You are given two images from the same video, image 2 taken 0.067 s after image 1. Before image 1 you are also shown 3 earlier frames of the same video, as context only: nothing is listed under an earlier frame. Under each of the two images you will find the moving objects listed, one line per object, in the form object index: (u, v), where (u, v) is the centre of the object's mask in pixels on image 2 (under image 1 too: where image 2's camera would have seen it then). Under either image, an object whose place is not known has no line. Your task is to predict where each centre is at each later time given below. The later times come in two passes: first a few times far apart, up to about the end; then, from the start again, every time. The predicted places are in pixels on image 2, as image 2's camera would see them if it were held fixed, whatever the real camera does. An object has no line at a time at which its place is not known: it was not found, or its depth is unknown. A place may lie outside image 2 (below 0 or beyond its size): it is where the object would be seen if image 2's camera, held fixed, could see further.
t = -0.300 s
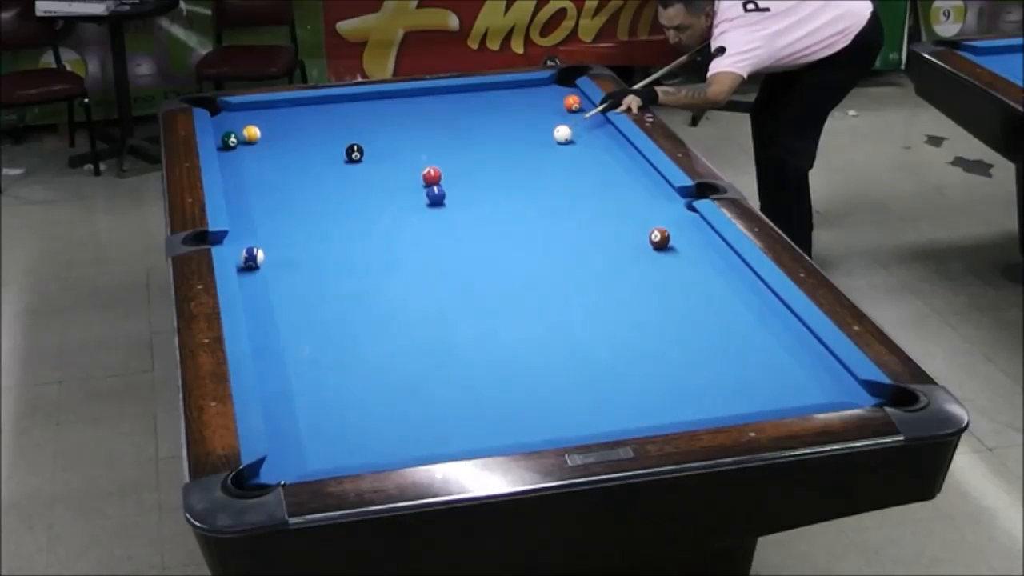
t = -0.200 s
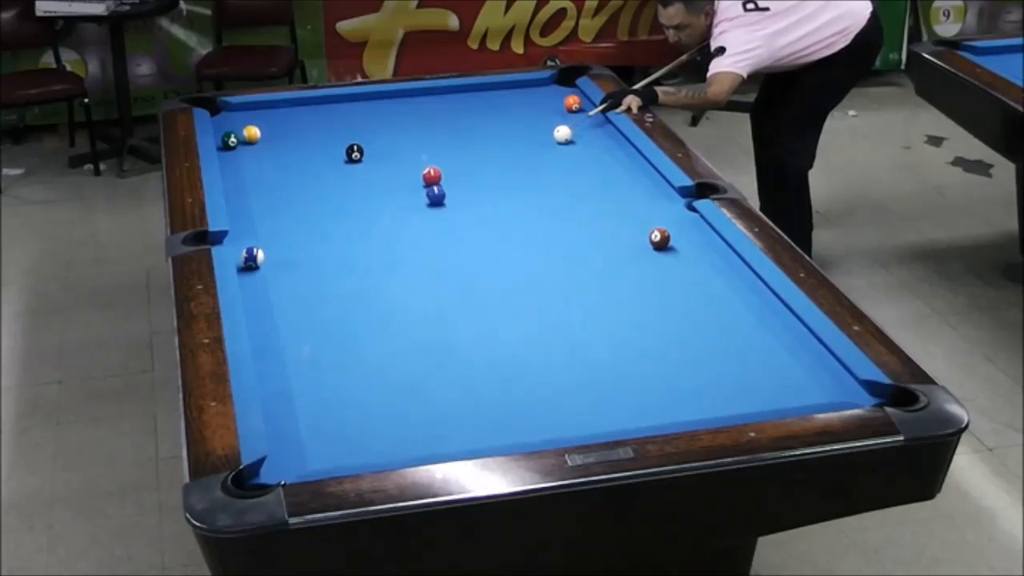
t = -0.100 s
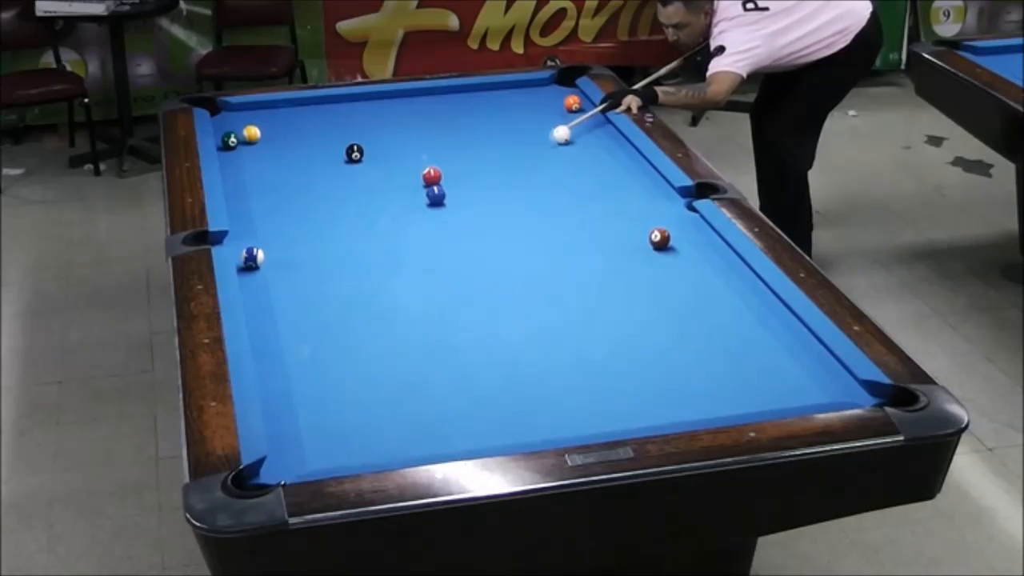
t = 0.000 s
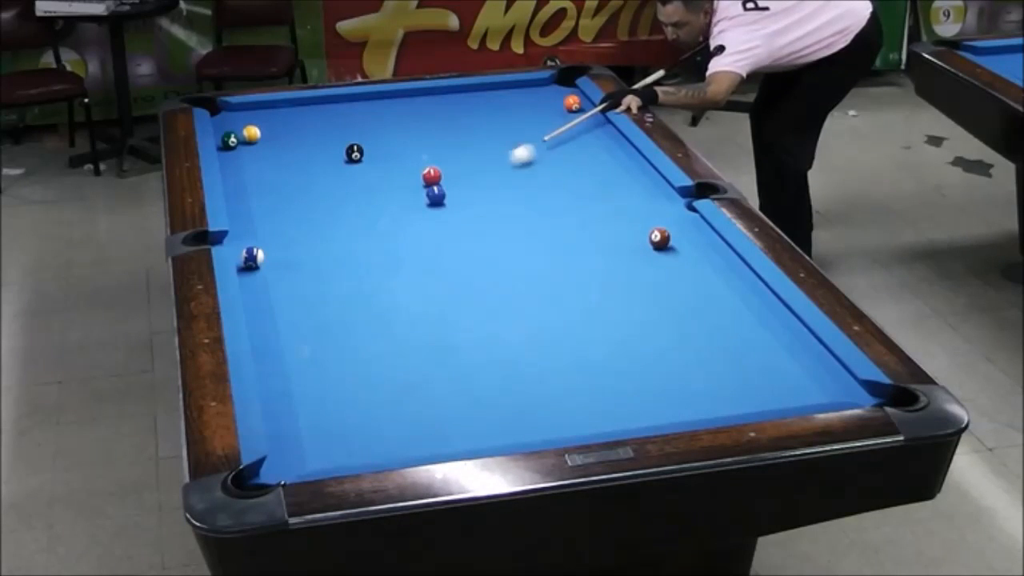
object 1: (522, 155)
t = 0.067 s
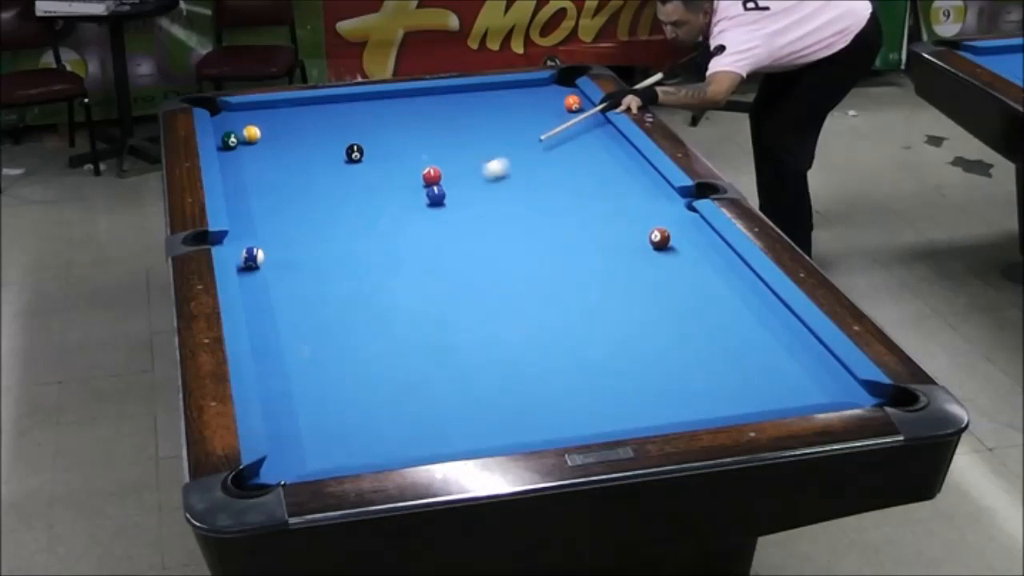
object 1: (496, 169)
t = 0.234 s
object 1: (461, 198)
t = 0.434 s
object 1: (464, 226)
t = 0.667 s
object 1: (461, 262)
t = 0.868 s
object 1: (459, 296)
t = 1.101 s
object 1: (456, 341)
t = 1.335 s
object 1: (452, 389)
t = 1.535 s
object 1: (449, 434)
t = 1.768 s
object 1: (412, 428)
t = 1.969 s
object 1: (374, 407)
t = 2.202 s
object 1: (332, 386)
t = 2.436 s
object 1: (295, 367)
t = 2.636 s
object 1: (265, 351)
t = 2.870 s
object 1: (273, 335)
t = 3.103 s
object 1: (285, 322)
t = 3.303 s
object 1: (295, 311)
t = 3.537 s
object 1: (306, 299)
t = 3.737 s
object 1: (313, 291)
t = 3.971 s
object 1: (322, 281)
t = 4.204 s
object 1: (329, 273)
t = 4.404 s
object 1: (335, 267)
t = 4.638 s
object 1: (341, 260)
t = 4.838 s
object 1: (346, 255)
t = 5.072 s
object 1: (350, 251)
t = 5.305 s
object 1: (355, 246)
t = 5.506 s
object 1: (357, 244)
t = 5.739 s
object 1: (359, 241)
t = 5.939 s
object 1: (361, 239)
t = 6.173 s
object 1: (362, 238)
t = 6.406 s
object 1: (363, 237)
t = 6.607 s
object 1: (363, 238)
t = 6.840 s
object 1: (363, 238)
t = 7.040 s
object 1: (363, 238)
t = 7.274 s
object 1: (363, 238)
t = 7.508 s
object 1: (363, 238)
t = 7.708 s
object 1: (363, 238)
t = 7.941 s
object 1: (363, 238)
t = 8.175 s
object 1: (363, 238)
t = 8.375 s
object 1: (363, 238)
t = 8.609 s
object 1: (363, 238)
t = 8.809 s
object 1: (363, 238)
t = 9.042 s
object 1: (363, 238)
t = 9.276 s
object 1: (363, 238)
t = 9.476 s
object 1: (363, 238)
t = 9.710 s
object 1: (363, 238)
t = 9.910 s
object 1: (363, 238)
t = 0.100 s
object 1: (482, 176)
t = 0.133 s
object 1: (468, 183)
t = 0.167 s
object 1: (456, 190)
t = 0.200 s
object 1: (457, 195)
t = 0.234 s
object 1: (461, 198)
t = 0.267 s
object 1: (463, 202)
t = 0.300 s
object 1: (464, 207)
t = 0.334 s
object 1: (465, 211)
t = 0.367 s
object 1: (464, 216)
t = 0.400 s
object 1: (464, 221)
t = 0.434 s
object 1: (464, 226)
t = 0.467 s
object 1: (463, 231)
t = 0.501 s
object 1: (463, 236)
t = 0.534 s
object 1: (463, 242)
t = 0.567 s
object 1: (462, 246)
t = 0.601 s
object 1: (462, 251)
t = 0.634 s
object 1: (462, 257)
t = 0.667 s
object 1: (461, 262)
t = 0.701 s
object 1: (461, 267)
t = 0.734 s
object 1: (461, 273)
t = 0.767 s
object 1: (460, 278)
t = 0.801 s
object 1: (460, 284)
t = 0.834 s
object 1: (459, 290)
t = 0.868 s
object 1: (459, 296)
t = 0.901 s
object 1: (459, 302)
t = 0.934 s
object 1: (458, 308)
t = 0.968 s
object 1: (457, 314)
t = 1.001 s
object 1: (457, 321)
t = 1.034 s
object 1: (456, 327)
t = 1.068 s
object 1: (456, 333)
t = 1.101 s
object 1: (456, 341)
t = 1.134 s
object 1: (455, 348)
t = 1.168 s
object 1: (454, 355)
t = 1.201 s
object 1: (454, 362)
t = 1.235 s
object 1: (454, 368)
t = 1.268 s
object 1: (453, 375)
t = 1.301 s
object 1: (453, 382)
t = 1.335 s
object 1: (452, 389)
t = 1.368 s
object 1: (452, 396)
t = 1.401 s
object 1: (451, 404)
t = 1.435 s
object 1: (450, 411)
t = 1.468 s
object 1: (450, 419)
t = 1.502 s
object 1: (449, 427)
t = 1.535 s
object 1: (449, 434)
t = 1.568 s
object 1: (449, 439)
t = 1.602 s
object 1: (445, 442)
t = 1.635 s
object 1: (439, 440)
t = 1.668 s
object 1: (431, 439)
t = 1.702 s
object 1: (424, 435)
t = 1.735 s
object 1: (419, 432)
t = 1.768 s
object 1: (412, 428)
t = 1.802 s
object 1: (405, 424)
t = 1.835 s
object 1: (399, 422)
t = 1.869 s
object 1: (392, 418)
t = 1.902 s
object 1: (385, 415)
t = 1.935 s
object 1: (379, 411)
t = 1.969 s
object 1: (374, 407)
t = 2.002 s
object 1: (367, 405)
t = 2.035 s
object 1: (361, 402)
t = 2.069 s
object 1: (355, 399)
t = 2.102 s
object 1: (349, 396)
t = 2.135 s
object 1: (344, 393)
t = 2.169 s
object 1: (338, 390)
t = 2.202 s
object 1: (332, 386)
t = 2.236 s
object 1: (327, 383)
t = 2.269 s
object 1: (322, 380)
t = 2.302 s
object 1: (316, 378)
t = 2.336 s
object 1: (311, 375)
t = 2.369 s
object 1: (305, 372)
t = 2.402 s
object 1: (301, 370)
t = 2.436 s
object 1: (295, 367)
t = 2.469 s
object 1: (290, 364)
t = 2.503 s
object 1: (284, 361)
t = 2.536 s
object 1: (280, 359)
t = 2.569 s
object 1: (275, 356)
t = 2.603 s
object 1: (270, 354)
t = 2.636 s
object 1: (265, 351)
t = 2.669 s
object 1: (263, 348)
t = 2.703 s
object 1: (264, 346)
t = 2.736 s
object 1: (266, 344)
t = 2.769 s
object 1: (268, 342)
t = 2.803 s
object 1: (270, 340)
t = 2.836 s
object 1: (272, 338)
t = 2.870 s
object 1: (273, 335)
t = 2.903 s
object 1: (275, 334)
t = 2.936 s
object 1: (277, 332)
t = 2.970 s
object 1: (279, 329)
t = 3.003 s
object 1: (280, 328)
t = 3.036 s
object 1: (282, 326)
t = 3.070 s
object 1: (284, 324)
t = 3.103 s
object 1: (285, 322)
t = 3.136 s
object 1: (287, 320)
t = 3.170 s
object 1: (289, 318)
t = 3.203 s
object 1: (290, 316)
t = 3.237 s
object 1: (291, 315)
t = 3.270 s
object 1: (294, 312)
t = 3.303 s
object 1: (295, 311)
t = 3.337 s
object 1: (297, 309)
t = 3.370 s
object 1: (298, 307)
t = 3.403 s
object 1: (300, 306)
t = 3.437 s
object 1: (302, 304)
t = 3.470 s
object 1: (303, 302)
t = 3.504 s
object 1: (304, 301)
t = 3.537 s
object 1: (306, 299)
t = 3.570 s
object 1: (307, 297)
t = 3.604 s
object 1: (308, 296)
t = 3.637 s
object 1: (310, 294)
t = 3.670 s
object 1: (311, 293)
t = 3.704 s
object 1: (312, 292)
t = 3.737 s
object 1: (313, 291)
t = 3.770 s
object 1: (315, 289)
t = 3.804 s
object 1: (316, 287)
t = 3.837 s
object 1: (317, 286)
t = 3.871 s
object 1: (318, 285)
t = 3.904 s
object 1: (320, 284)
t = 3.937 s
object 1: (321, 282)
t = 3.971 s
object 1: (322, 281)
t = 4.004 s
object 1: (323, 280)
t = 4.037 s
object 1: (324, 278)
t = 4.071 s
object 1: (325, 277)
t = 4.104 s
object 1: (327, 276)
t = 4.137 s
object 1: (327, 275)
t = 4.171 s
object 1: (328, 274)
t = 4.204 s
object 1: (329, 273)
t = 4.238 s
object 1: (330, 271)
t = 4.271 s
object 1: (332, 270)
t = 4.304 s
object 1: (333, 269)
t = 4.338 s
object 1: (333, 269)
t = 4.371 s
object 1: (334, 268)
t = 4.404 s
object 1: (335, 267)
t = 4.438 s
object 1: (336, 265)
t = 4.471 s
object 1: (337, 265)
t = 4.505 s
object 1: (338, 264)
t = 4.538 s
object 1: (338, 263)
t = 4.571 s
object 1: (339, 262)
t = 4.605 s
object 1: (340, 261)
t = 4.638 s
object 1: (341, 260)
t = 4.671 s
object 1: (342, 259)
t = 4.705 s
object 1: (342, 259)
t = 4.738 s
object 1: (343, 258)
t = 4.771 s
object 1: (344, 257)
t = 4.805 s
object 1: (346, 256)
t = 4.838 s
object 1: (346, 255)
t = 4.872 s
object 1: (346, 255)
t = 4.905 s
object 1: (347, 254)
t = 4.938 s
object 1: (348, 254)
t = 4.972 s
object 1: (348, 253)
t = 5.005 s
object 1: (349, 253)
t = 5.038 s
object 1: (349, 252)
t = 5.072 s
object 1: (350, 251)
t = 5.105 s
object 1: (351, 250)
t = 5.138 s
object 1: (352, 249)
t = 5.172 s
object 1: (352, 249)
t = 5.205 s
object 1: (352, 249)
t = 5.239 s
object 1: (353, 248)
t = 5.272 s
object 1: (354, 247)
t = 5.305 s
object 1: (355, 246)
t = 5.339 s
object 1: (355, 246)
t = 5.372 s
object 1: (355, 246)
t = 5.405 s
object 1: (356, 245)
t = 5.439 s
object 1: (356, 244)
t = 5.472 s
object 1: (357, 244)
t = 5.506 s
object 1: (357, 244)
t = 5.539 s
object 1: (358, 243)
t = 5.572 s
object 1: (358, 242)
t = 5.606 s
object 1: (358, 242)
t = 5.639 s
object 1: (359, 242)
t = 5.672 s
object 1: (359, 242)
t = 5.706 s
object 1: (359, 241)
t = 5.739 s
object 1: (359, 241)
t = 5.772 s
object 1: (360, 241)
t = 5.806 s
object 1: (360, 240)
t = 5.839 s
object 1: (360, 240)
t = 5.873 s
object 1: (360, 240)
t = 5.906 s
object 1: (360, 239)
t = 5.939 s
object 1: (361, 239)
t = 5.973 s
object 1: (361, 239)
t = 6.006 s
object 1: (361, 238)
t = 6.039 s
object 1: (362, 238)
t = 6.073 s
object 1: (362, 238)
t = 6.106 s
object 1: (362, 238)
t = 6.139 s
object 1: (362, 238)
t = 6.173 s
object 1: (362, 238)
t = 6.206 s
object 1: (362, 238)
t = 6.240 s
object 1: (363, 237)
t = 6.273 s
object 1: (363, 238)
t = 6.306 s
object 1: (363, 237)
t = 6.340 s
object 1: (363, 237)
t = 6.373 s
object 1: (363, 237)
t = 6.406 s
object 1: (363, 237)
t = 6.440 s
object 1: (363, 237)
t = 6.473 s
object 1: (363, 237)
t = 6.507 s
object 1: (363, 237)
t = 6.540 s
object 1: (363, 237)
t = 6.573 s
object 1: (363, 237)
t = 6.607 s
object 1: (363, 238)
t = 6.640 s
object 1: (363, 238)
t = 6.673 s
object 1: (363, 237)
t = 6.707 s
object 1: (363, 238)
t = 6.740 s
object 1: (363, 238)
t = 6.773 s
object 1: (363, 238)
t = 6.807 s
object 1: (363, 238)
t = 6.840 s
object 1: (363, 238)
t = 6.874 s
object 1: (363, 238)
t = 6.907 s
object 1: (363, 238)
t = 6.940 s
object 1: (363, 238)
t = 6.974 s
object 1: (363, 238)
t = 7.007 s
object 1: (363, 238)
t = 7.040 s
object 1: (363, 238)
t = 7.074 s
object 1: (363, 238)
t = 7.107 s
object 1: (363, 238)
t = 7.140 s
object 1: (363, 238)
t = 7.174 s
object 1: (363, 238)
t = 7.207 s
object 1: (363, 238)
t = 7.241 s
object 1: (363, 238)
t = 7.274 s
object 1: (363, 238)
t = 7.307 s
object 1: (363, 238)
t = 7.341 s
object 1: (363, 238)
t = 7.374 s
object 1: (363, 238)
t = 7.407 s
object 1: (363, 238)
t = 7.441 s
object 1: (363, 238)
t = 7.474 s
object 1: (363, 238)
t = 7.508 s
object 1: (363, 238)
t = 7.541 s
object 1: (363, 238)
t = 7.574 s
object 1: (363, 238)
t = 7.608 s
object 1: (363, 238)
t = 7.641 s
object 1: (363, 238)
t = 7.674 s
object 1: (363, 238)
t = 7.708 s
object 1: (363, 238)
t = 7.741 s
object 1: (363, 238)
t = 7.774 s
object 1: (363, 238)
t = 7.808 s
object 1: (363, 238)
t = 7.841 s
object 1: (363, 238)
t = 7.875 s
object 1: (363, 238)
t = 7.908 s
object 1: (363, 238)
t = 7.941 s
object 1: (363, 238)
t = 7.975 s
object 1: (363, 238)
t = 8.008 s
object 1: (363, 238)
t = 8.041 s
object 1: (363, 238)
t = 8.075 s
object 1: (363, 238)
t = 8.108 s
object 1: (363, 238)
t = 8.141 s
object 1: (362, 238)
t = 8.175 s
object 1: (363, 238)
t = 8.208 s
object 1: (362, 238)
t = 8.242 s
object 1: (363, 238)
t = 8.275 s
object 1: (362, 238)
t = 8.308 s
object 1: (362, 238)
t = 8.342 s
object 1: (362, 238)
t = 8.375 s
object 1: (363, 238)
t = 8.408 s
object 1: (363, 238)
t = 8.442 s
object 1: (363, 238)
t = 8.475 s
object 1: (363, 238)
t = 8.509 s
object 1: (363, 238)
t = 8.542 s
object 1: (363, 238)
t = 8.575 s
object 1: (362, 238)
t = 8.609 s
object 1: (363, 238)
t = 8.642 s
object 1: (363, 238)
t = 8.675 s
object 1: (363, 238)
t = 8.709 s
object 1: (363, 238)
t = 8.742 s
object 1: (363, 238)
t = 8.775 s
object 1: (362, 238)
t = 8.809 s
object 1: (363, 238)
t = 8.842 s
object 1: (363, 238)
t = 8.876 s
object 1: (363, 238)
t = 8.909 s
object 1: (363, 238)
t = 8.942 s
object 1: (363, 238)
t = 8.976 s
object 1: (363, 238)
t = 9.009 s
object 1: (363, 238)
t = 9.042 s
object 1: (363, 238)
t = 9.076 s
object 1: (363, 238)
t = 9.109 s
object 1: (363, 238)
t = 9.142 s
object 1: (363, 238)
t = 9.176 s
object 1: (363, 238)
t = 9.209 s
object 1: (363, 238)
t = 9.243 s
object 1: (363, 238)
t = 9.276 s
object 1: (363, 238)
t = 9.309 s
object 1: (363, 238)
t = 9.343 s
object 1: (363, 238)
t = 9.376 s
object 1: (363, 238)
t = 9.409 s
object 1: (363, 238)
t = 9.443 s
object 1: (363, 238)
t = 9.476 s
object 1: (363, 238)
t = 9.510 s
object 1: (363, 238)
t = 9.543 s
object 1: (363, 238)
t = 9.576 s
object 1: (363, 238)
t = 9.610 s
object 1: (363, 238)
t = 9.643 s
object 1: (363, 238)
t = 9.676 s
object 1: (363, 238)
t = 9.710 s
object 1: (363, 238)
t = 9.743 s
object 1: (363, 238)
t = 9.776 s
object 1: (363, 238)
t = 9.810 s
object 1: (363, 238)
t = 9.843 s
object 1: (363, 238)
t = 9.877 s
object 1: (363, 238)
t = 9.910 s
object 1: (363, 238)
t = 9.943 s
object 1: (363, 238)
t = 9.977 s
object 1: (363, 238)
